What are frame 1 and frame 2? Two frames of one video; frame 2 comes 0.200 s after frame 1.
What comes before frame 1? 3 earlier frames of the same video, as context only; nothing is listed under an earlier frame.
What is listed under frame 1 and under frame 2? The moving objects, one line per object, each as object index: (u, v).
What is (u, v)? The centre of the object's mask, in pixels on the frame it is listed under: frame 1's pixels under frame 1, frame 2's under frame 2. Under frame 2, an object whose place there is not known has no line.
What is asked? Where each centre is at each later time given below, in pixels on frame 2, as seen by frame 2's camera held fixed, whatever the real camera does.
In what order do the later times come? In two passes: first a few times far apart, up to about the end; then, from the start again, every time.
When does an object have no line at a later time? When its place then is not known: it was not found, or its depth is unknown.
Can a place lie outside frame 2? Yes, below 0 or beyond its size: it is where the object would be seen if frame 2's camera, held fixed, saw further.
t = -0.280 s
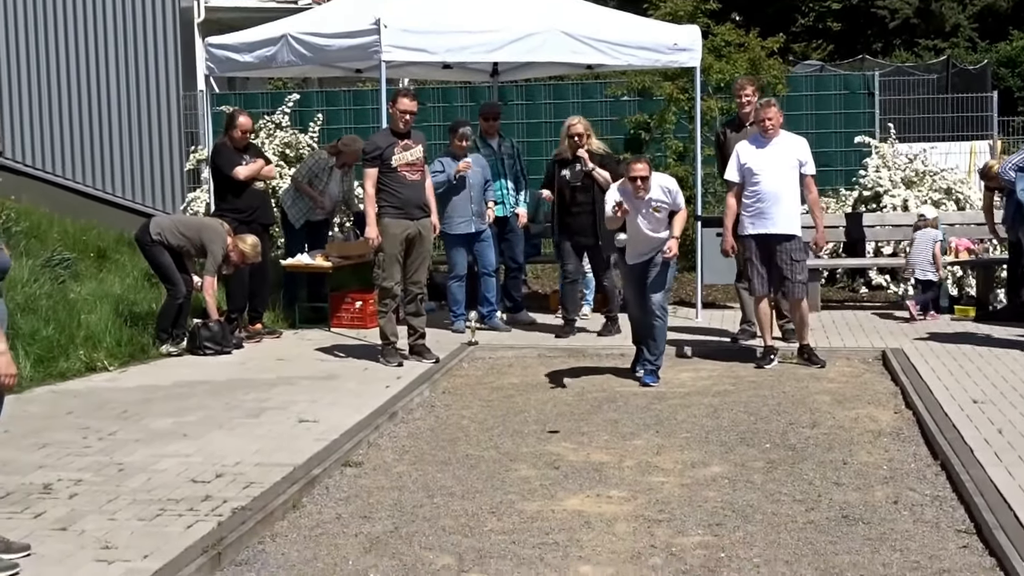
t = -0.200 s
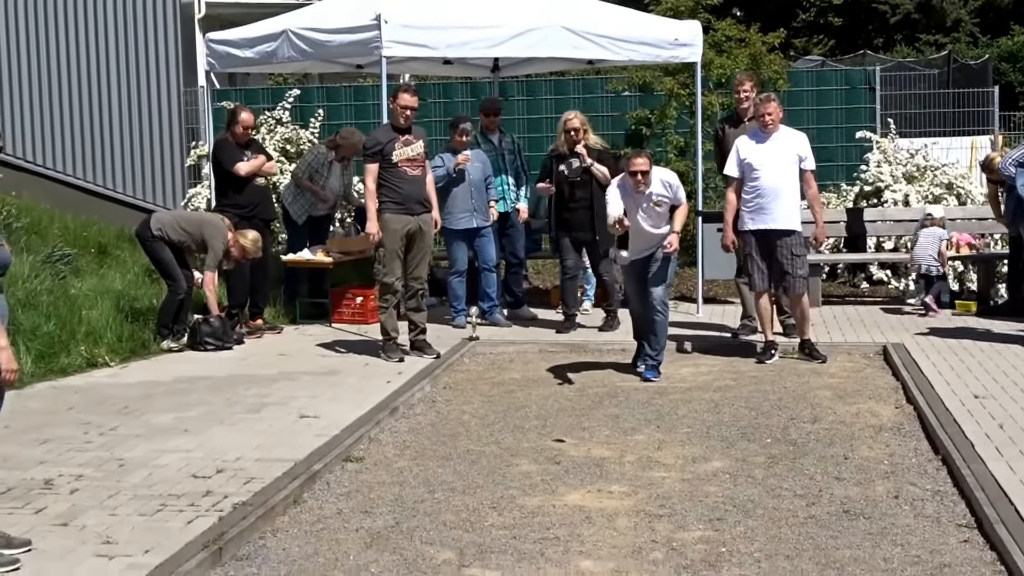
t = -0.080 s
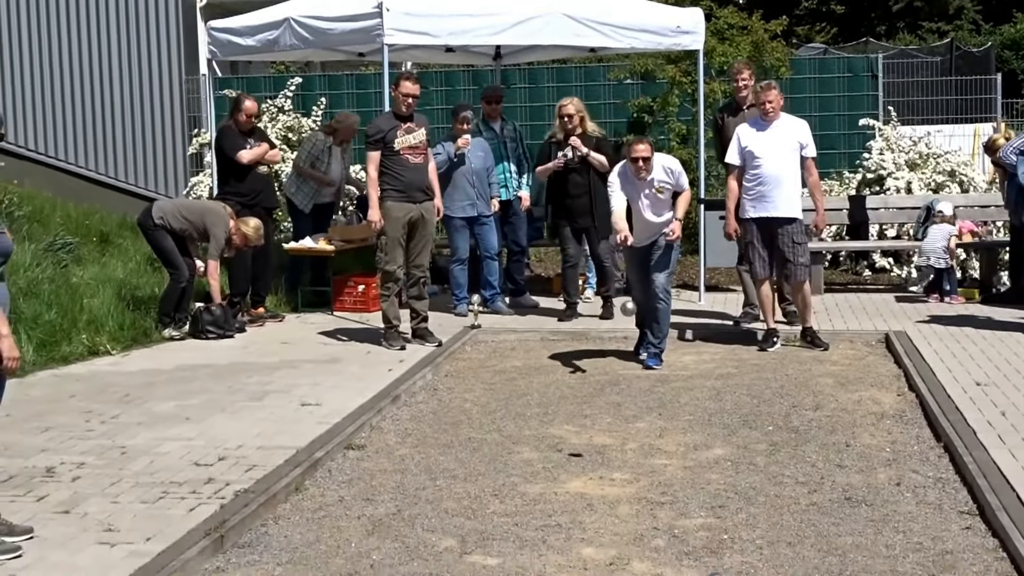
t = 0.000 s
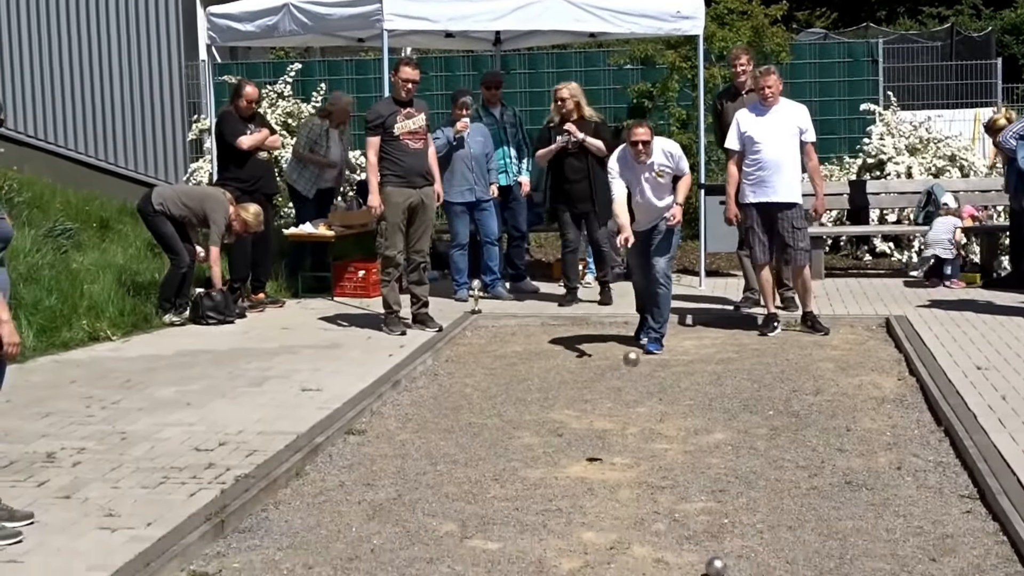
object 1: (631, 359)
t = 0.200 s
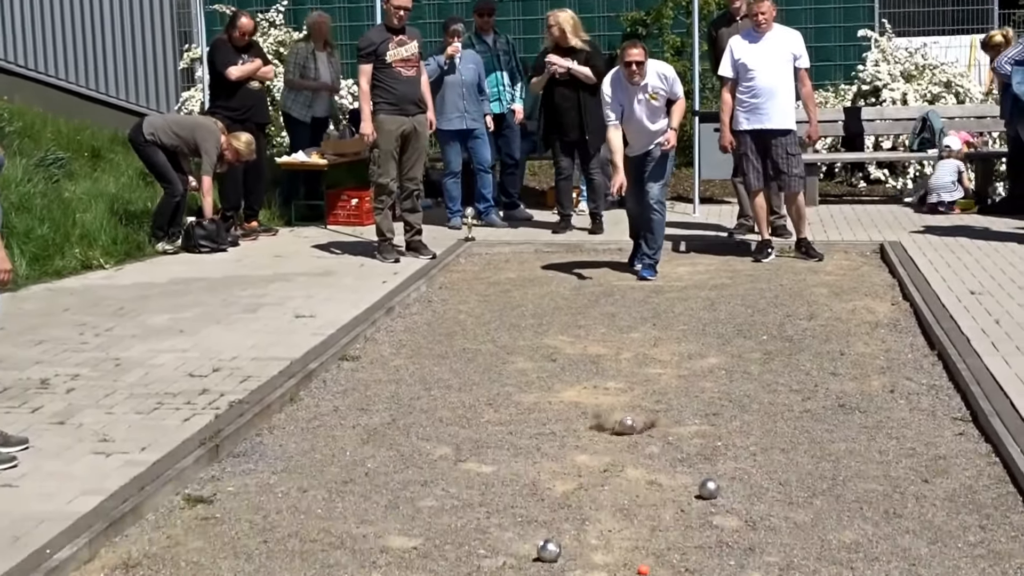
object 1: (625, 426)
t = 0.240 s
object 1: (626, 430)
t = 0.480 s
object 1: (621, 455)
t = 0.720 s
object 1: (620, 470)
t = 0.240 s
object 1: (626, 430)
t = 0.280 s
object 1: (624, 435)
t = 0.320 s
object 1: (623, 441)
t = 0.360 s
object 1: (622, 446)
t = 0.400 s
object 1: (622, 448)
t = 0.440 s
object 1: (621, 452)
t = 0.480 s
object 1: (621, 455)
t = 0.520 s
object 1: (621, 459)
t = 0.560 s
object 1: (620, 462)
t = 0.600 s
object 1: (621, 464)
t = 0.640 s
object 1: (621, 465)
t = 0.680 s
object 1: (620, 467)
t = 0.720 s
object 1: (620, 470)
